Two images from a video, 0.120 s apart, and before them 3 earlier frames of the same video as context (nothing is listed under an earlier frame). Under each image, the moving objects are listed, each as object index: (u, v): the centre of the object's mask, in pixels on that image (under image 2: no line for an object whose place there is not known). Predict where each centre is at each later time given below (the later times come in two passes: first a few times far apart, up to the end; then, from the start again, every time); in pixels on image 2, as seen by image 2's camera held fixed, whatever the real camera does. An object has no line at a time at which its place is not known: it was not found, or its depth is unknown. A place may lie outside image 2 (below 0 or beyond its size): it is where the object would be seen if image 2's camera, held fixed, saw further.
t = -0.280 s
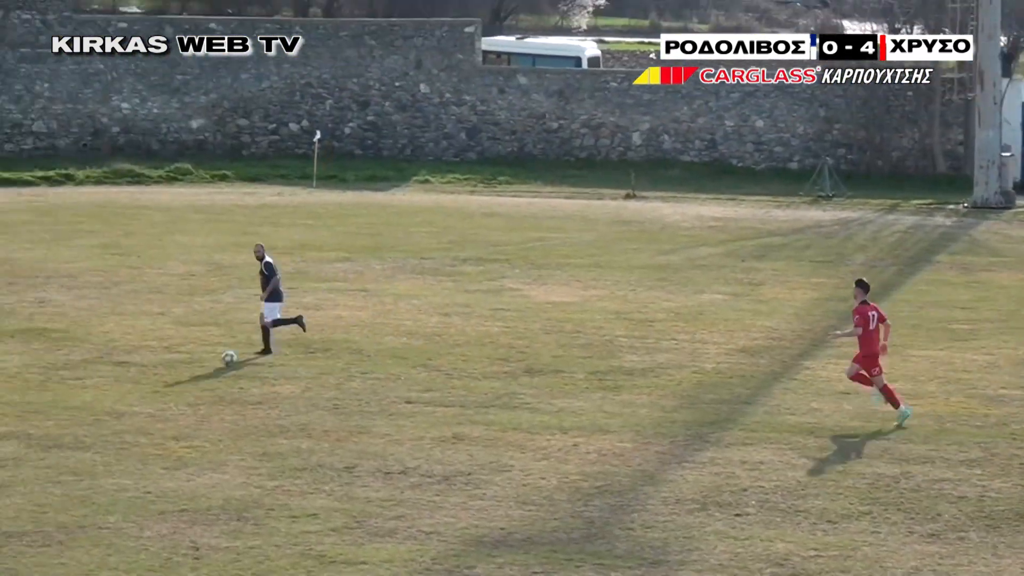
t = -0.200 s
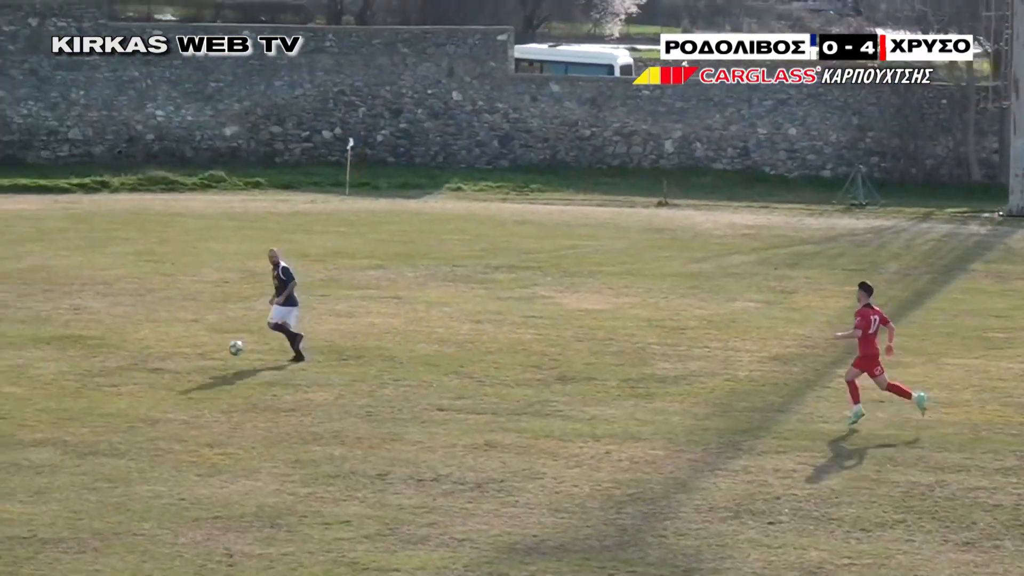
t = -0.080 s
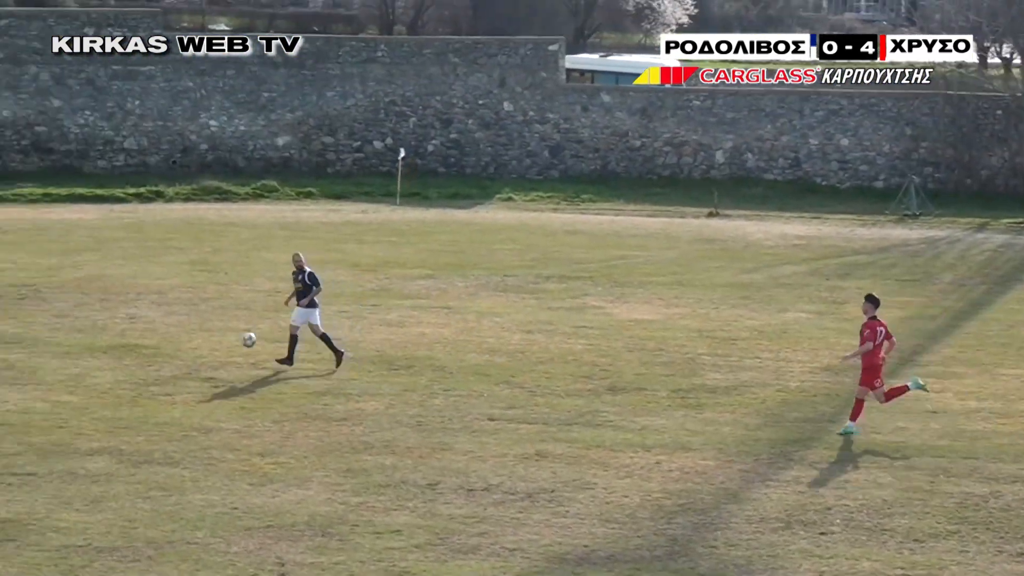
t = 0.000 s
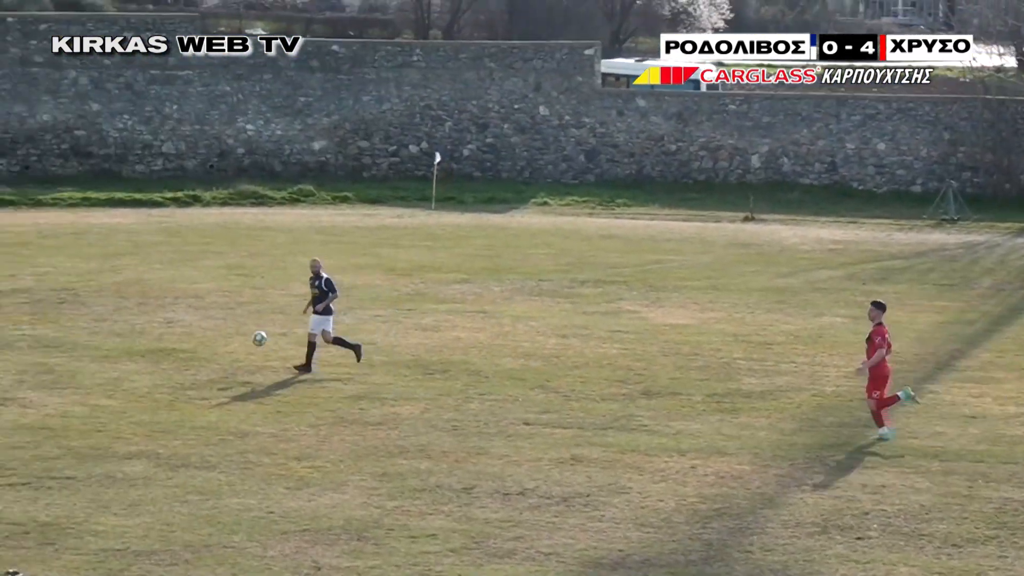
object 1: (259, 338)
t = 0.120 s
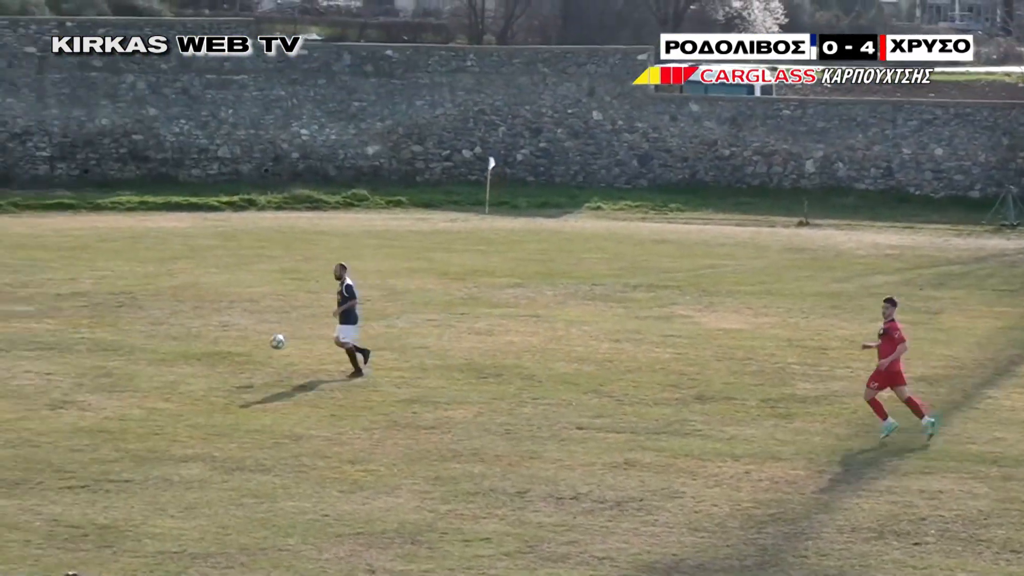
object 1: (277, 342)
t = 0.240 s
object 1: (240, 351)
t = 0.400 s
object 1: (195, 351)
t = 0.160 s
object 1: (265, 344)
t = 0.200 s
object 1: (253, 347)
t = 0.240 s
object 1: (240, 351)
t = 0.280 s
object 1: (229, 357)
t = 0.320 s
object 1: (216, 364)
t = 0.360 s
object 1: (205, 359)
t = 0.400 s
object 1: (195, 351)
